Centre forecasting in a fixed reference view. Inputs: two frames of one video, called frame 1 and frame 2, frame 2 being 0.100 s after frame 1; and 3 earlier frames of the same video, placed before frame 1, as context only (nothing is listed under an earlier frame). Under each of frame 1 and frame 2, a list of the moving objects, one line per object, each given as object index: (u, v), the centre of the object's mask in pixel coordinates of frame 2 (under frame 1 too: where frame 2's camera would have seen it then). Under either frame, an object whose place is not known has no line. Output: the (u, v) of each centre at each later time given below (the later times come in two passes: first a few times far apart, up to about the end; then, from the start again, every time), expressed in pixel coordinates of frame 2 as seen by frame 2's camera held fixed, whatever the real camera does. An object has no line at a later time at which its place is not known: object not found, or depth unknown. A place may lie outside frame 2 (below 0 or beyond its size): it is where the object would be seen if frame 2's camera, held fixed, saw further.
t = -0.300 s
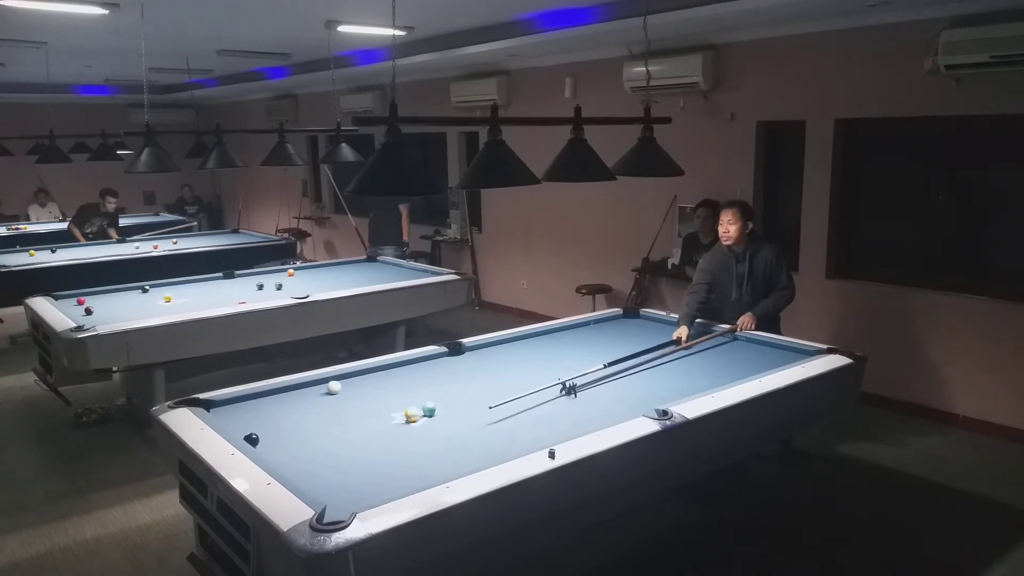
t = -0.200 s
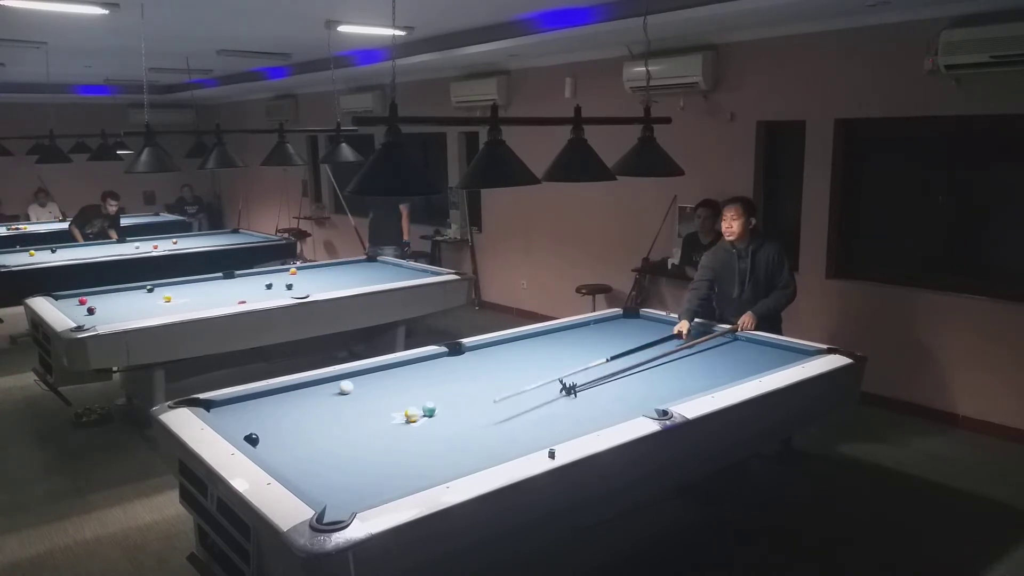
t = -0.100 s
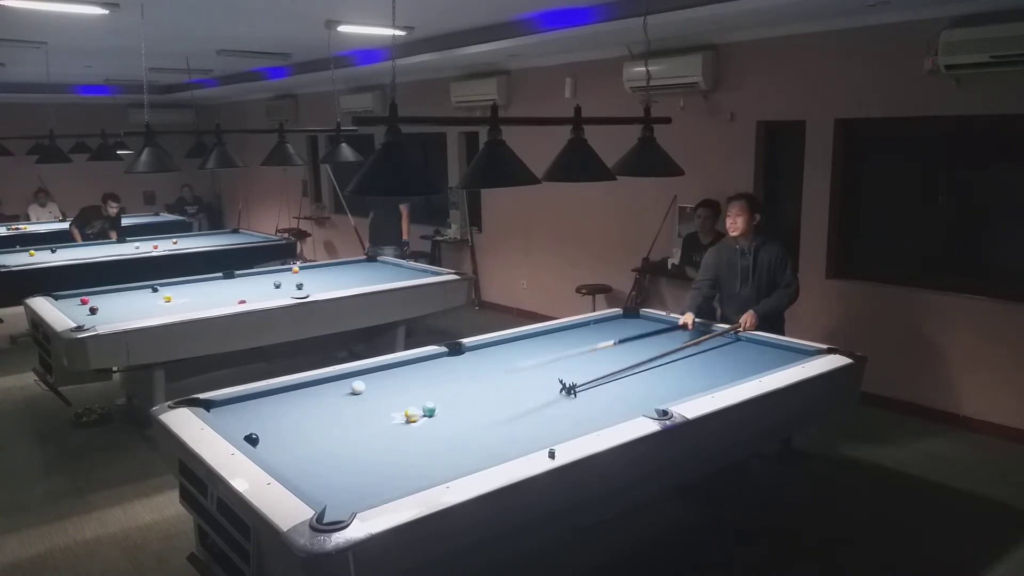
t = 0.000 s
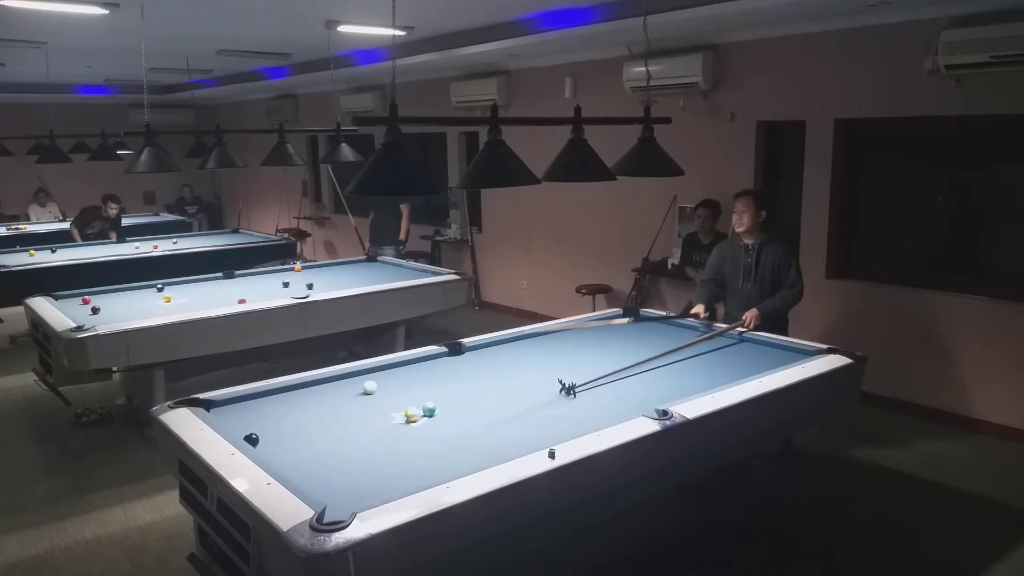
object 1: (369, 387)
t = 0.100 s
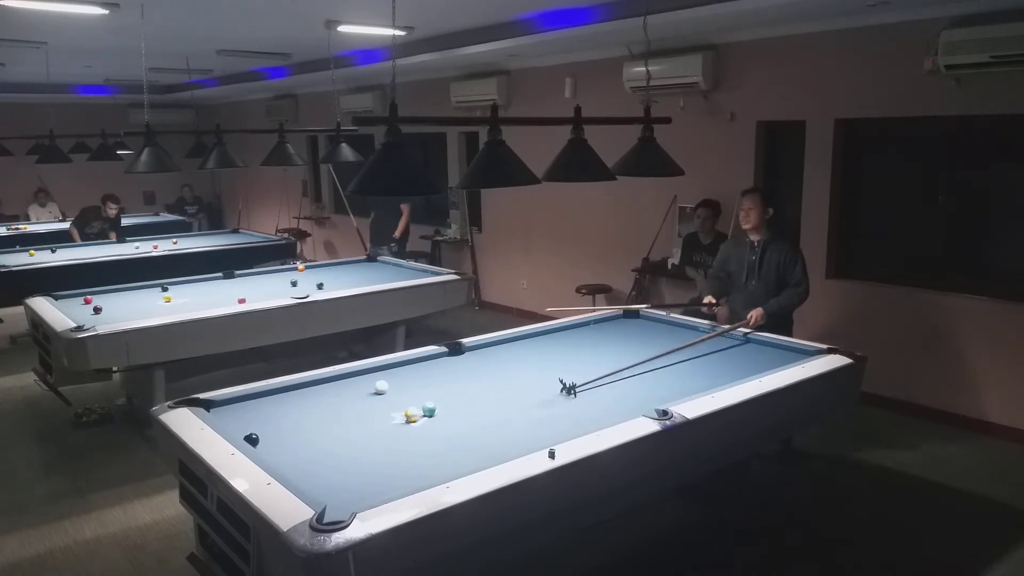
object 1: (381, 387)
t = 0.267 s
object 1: (400, 387)
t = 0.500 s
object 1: (425, 387)
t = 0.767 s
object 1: (452, 387)
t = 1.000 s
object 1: (476, 388)
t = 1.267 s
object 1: (501, 388)
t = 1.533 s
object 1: (525, 388)
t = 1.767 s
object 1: (545, 389)
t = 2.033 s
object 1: (568, 389)
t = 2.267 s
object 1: (586, 389)
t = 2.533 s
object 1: (606, 389)
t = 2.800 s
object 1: (624, 389)
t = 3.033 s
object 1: (639, 389)
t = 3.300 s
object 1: (656, 390)
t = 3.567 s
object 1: (671, 390)
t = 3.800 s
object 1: (682, 390)
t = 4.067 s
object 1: (694, 389)
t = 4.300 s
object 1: (704, 387)
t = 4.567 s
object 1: (708, 386)
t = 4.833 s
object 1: (708, 385)
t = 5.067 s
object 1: (708, 385)
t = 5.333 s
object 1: (707, 385)
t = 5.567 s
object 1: (707, 385)
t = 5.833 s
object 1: (707, 385)
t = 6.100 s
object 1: (707, 385)
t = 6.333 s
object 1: (707, 385)
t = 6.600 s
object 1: (707, 385)
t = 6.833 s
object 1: (707, 385)
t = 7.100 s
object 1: (707, 385)
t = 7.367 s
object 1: (707, 385)
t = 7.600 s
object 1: (707, 385)
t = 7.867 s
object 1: (707, 385)
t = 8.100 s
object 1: (707, 385)
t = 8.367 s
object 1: (707, 385)
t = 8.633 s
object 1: (707, 385)
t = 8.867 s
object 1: (707, 385)
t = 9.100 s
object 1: (707, 385)
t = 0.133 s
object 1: (385, 387)
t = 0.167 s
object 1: (388, 387)
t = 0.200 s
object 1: (392, 387)
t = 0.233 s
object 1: (396, 387)
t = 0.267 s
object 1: (400, 387)
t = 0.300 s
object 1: (403, 387)
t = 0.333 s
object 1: (407, 387)
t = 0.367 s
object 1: (411, 387)
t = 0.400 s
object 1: (414, 387)
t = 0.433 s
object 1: (418, 387)
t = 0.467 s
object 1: (421, 387)
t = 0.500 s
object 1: (425, 387)
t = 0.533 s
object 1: (428, 387)
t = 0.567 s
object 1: (432, 387)
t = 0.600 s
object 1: (435, 387)
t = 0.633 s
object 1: (439, 387)
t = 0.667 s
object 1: (442, 387)
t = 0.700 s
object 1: (446, 387)
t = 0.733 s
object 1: (449, 387)
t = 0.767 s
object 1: (452, 387)
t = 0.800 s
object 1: (456, 388)
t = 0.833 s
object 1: (459, 387)
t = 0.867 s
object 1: (463, 388)
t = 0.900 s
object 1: (466, 388)
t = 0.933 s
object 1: (469, 388)
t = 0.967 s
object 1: (472, 388)
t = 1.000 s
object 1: (476, 388)
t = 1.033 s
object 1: (479, 388)
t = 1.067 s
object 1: (482, 388)
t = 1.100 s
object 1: (485, 388)
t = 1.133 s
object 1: (489, 388)
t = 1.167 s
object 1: (492, 388)
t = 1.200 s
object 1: (495, 388)
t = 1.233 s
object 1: (498, 388)
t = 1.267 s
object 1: (501, 388)
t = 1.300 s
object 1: (504, 388)
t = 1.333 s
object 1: (507, 388)
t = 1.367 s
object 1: (510, 388)
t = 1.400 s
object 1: (513, 388)
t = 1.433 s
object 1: (516, 388)
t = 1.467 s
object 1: (519, 388)
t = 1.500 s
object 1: (522, 388)
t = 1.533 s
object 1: (525, 388)
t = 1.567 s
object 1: (528, 388)
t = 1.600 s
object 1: (531, 388)
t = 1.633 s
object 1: (534, 388)
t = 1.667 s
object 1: (537, 389)
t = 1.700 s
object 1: (540, 388)
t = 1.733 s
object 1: (542, 389)
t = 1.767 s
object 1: (545, 389)
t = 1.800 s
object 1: (548, 389)
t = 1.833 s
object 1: (551, 389)
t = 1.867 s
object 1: (554, 389)
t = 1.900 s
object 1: (556, 389)
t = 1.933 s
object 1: (559, 389)
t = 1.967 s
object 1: (562, 389)
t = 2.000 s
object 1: (565, 389)
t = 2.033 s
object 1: (568, 389)
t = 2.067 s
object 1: (570, 389)
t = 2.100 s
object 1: (573, 389)
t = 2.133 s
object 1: (575, 389)
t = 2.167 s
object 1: (578, 389)
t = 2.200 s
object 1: (580, 389)
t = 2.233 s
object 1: (583, 389)
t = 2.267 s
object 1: (586, 389)
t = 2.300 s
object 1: (588, 389)
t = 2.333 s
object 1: (591, 389)
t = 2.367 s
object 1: (593, 389)
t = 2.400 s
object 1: (596, 389)
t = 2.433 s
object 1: (598, 389)
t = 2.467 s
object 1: (601, 389)
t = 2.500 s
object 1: (603, 389)
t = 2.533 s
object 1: (606, 389)
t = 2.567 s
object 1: (608, 389)
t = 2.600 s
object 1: (610, 389)
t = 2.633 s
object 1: (613, 389)
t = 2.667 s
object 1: (615, 389)
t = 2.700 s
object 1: (617, 389)
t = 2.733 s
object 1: (620, 389)
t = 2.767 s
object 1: (622, 389)
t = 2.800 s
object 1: (624, 389)
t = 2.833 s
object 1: (626, 389)
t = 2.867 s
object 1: (629, 389)
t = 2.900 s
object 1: (631, 389)
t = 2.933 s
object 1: (633, 389)
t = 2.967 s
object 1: (635, 389)
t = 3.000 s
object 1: (637, 390)
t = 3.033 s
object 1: (639, 389)
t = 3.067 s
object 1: (641, 389)
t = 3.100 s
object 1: (643, 390)
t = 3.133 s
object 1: (646, 390)
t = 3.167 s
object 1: (648, 389)
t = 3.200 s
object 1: (650, 390)
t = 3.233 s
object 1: (652, 390)
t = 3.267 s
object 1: (654, 390)
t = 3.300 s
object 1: (656, 390)
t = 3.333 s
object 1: (658, 390)
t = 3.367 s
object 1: (660, 390)
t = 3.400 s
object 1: (661, 390)
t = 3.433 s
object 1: (663, 390)
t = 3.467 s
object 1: (665, 390)
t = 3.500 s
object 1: (667, 390)
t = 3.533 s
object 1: (669, 390)
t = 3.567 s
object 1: (671, 390)
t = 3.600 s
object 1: (672, 390)
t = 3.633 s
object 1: (674, 390)
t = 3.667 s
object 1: (676, 390)
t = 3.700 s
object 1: (677, 390)
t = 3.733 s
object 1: (679, 390)
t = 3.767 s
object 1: (681, 390)
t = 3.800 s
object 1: (682, 390)
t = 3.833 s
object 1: (684, 390)
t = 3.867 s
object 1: (685, 390)
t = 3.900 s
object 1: (687, 390)
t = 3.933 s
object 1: (688, 390)
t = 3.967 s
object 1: (690, 389)
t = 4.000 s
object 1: (691, 389)
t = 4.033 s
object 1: (693, 389)
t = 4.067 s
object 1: (694, 389)
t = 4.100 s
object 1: (696, 388)
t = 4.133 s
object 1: (697, 388)
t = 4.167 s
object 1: (698, 388)
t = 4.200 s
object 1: (700, 388)
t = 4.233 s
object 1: (701, 388)
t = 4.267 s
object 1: (702, 387)
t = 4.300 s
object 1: (704, 387)
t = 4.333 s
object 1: (705, 387)
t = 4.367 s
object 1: (706, 387)
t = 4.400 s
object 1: (707, 387)
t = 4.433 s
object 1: (708, 387)
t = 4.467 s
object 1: (708, 387)
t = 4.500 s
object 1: (708, 387)
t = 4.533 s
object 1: (708, 387)
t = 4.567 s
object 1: (708, 386)
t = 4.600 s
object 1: (708, 386)
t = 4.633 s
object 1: (708, 386)
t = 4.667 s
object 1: (708, 386)
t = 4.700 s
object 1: (708, 385)
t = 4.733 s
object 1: (708, 386)
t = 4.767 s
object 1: (708, 386)
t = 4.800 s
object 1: (708, 385)
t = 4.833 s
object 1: (708, 385)
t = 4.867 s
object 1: (708, 385)
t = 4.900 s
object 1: (708, 385)
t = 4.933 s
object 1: (708, 385)
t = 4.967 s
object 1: (708, 385)
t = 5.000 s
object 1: (708, 385)
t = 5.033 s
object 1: (708, 385)
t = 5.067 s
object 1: (708, 385)
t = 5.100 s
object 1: (707, 385)
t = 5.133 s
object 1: (707, 385)
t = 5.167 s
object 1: (707, 385)
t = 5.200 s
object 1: (707, 385)
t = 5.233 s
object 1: (707, 385)
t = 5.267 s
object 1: (707, 385)
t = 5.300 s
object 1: (707, 385)
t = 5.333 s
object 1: (707, 385)
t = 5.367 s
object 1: (707, 385)
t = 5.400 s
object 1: (707, 385)
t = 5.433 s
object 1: (707, 385)
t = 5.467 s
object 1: (707, 385)
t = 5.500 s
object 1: (707, 385)
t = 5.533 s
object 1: (707, 385)
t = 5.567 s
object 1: (707, 385)
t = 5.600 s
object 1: (707, 385)
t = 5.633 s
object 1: (707, 385)
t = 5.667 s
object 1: (707, 385)
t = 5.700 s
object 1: (707, 385)
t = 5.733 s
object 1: (707, 385)
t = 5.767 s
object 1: (707, 385)
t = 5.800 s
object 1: (707, 385)
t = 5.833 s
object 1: (707, 385)
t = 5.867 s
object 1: (707, 385)
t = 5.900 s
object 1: (707, 385)
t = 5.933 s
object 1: (707, 385)
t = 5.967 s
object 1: (707, 385)
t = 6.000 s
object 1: (707, 385)
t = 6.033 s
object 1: (707, 385)
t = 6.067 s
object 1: (707, 385)
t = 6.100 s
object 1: (707, 385)
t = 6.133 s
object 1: (707, 385)
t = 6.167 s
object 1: (707, 385)
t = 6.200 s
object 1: (707, 385)
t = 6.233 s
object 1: (707, 385)
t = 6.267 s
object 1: (707, 385)
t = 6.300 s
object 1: (707, 385)
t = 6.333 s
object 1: (707, 385)
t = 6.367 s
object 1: (707, 385)
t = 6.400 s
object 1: (707, 385)
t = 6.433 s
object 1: (707, 385)
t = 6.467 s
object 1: (707, 385)
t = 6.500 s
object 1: (707, 385)
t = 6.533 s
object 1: (707, 385)
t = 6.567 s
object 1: (707, 385)
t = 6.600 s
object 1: (707, 385)
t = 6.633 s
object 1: (707, 385)
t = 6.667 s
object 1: (707, 385)
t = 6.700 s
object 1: (707, 385)
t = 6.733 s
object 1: (707, 385)
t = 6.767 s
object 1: (707, 385)
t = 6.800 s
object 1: (707, 385)
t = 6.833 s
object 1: (707, 385)
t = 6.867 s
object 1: (707, 385)
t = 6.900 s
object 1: (707, 385)
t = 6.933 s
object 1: (707, 385)
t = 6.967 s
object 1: (707, 385)
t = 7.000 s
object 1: (707, 385)
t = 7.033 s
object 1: (707, 385)
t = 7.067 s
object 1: (707, 385)
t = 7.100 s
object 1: (707, 385)
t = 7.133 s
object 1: (707, 385)
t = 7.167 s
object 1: (707, 385)
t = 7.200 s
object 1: (707, 385)
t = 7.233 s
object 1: (707, 385)
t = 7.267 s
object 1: (707, 385)
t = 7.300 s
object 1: (707, 385)
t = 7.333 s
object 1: (707, 385)
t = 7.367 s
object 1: (707, 385)
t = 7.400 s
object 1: (707, 385)
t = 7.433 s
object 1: (707, 385)
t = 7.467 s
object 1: (707, 385)
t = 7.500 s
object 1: (707, 385)
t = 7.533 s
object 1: (707, 385)
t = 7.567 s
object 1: (707, 385)
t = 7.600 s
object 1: (707, 385)
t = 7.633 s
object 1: (707, 385)
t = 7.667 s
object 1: (707, 385)
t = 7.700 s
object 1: (707, 385)
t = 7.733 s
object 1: (707, 385)
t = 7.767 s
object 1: (707, 385)
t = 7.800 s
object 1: (707, 385)
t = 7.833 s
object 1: (707, 385)
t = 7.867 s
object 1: (707, 385)
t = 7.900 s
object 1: (707, 385)
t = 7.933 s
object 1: (707, 385)
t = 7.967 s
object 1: (707, 385)
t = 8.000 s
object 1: (707, 385)
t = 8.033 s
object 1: (707, 385)
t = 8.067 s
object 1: (707, 385)
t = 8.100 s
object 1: (707, 385)
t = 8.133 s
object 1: (707, 385)
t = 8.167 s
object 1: (707, 385)
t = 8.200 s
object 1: (707, 385)
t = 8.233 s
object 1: (707, 385)
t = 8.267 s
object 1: (707, 385)
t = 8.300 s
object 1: (707, 385)
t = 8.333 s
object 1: (707, 385)
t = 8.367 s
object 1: (707, 385)
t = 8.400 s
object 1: (707, 385)
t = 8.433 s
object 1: (707, 385)
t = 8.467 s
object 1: (707, 385)
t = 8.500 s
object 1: (707, 385)
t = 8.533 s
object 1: (707, 385)
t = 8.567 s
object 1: (707, 385)
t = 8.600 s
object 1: (707, 385)
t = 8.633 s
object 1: (707, 385)
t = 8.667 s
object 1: (707, 385)
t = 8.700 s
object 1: (707, 385)
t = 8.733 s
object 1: (707, 385)
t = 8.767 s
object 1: (707, 385)
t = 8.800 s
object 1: (707, 385)
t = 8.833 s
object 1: (707, 385)
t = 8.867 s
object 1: (707, 385)
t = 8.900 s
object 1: (707, 385)
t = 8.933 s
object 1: (707, 385)
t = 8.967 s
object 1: (707, 385)
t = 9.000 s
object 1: (707, 385)
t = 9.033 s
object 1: (707, 385)
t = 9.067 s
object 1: (707, 385)
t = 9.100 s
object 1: (707, 385)
